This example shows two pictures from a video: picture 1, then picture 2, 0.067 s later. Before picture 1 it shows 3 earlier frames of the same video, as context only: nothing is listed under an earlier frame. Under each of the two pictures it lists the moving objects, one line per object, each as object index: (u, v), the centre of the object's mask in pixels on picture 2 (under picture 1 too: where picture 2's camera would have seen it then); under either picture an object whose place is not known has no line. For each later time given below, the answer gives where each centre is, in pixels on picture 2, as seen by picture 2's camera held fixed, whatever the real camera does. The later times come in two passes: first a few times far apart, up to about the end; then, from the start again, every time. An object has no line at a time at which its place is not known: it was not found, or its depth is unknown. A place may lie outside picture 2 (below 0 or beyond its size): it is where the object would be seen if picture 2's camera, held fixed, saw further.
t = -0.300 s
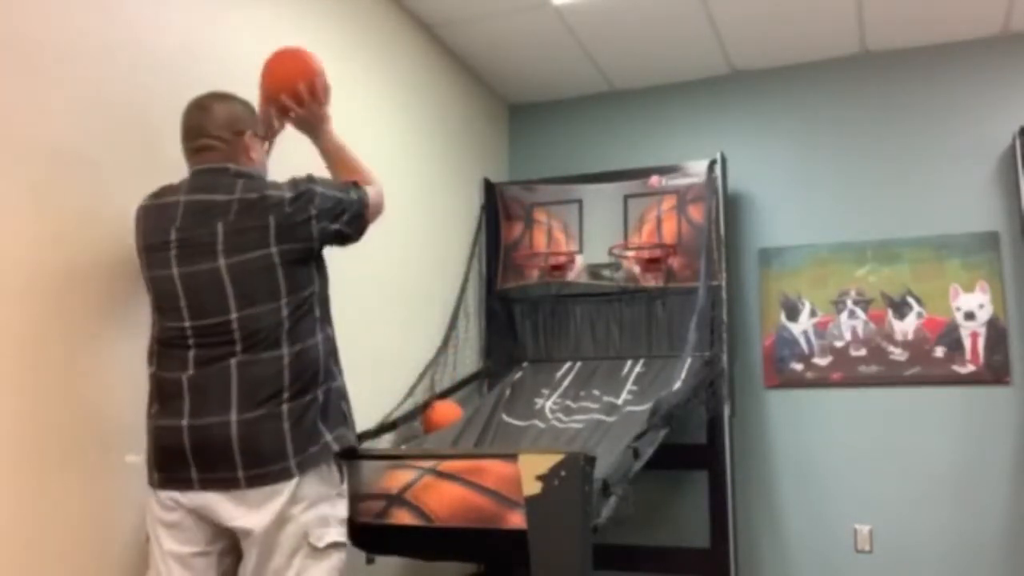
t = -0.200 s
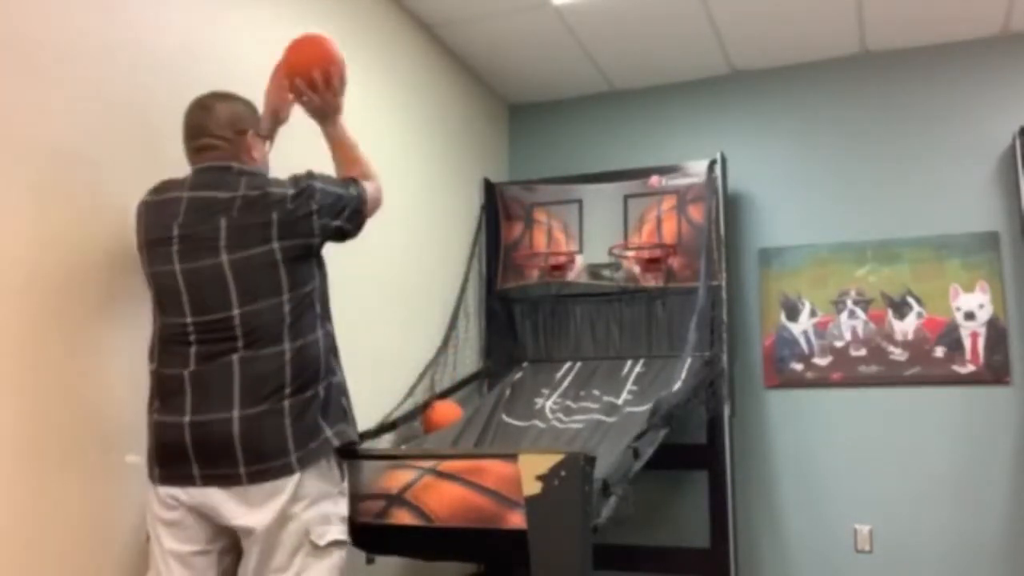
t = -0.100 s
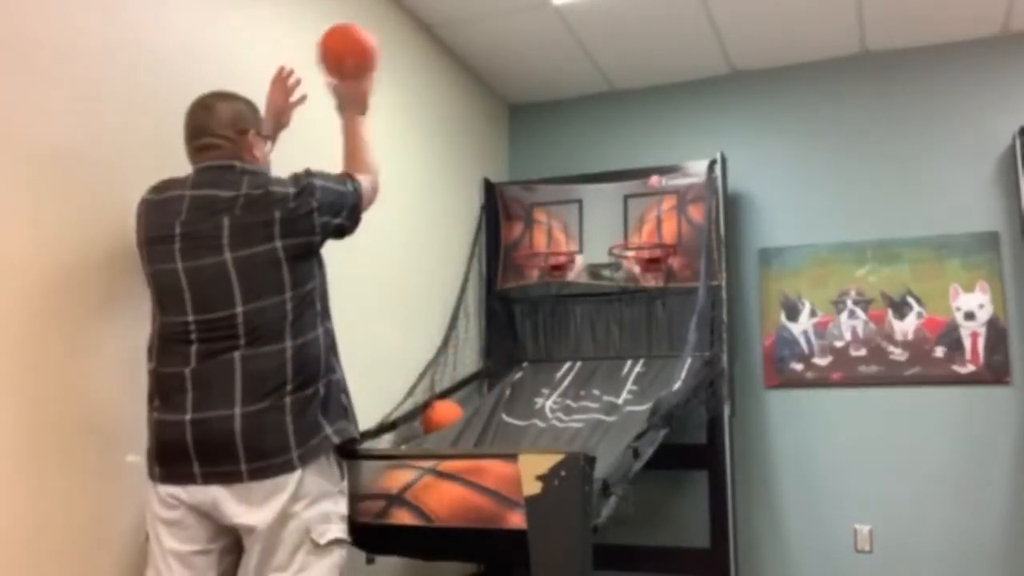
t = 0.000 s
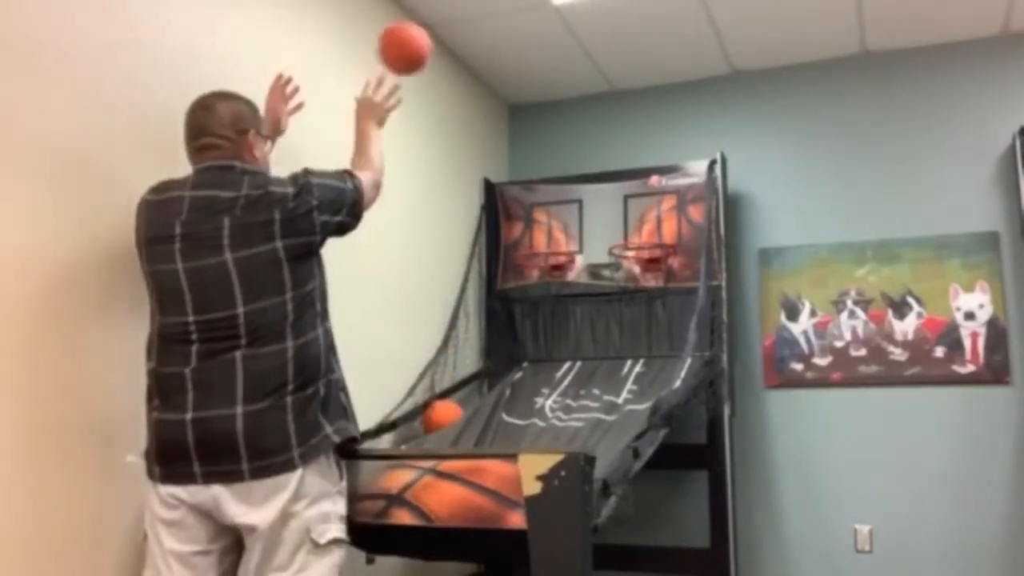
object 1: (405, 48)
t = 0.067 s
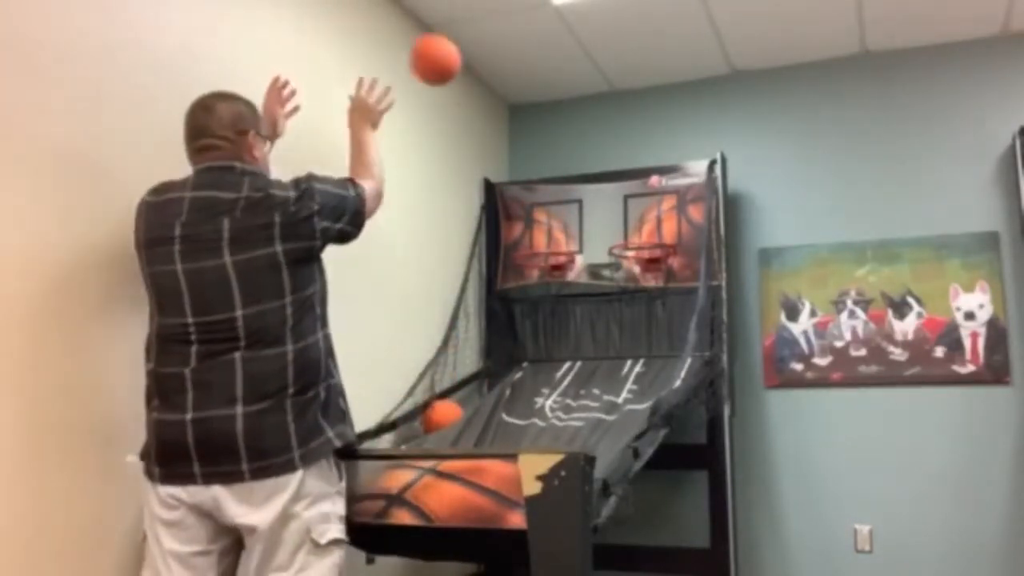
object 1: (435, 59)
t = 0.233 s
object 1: (495, 125)
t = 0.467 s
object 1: (548, 236)
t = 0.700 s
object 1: (548, 158)
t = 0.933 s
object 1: (548, 179)
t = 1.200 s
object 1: (537, 264)
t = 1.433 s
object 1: (554, 313)
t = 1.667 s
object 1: (558, 401)
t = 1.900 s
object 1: (528, 430)
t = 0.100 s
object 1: (449, 69)
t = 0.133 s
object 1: (461, 80)
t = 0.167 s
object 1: (473, 93)
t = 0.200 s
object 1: (484, 108)
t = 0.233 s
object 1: (495, 125)
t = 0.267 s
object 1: (504, 142)
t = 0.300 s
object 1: (514, 159)
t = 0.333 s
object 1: (522, 179)
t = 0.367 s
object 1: (529, 200)
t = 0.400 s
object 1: (539, 222)
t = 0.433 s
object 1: (547, 243)
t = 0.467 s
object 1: (548, 236)
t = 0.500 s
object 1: (547, 218)
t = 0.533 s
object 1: (547, 203)
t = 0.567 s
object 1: (548, 190)
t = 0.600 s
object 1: (548, 177)
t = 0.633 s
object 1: (548, 170)
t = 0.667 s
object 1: (548, 163)
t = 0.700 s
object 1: (548, 158)
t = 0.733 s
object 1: (548, 155)
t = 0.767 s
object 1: (548, 154)
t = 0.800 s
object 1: (548, 155)
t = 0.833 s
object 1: (549, 158)
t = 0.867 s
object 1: (548, 162)
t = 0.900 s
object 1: (549, 170)
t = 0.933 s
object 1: (548, 179)
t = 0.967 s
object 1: (548, 191)
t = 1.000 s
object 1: (549, 204)
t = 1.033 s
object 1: (549, 221)
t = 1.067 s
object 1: (550, 238)
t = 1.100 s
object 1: (549, 242)
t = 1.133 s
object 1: (543, 251)
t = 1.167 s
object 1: (538, 259)
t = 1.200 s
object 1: (537, 264)
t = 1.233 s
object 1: (538, 265)
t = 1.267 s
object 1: (542, 267)
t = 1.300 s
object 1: (545, 273)
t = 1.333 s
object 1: (546, 280)
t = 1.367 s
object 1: (549, 287)
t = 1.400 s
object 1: (551, 301)
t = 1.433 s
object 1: (554, 313)
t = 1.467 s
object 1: (556, 327)
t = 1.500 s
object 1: (558, 343)
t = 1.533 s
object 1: (561, 364)
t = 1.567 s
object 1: (562, 385)
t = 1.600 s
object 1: (563, 397)
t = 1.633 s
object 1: (561, 400)
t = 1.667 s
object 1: (558, 401)
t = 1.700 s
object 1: (554, 405)
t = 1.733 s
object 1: (551, 409)
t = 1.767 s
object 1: (547, 414)
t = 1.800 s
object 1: (542, 420)
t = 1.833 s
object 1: (538, 424)
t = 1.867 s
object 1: (533, 428)
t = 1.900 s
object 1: (528, 430)
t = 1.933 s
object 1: (524, 434)
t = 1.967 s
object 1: (518, 437)
